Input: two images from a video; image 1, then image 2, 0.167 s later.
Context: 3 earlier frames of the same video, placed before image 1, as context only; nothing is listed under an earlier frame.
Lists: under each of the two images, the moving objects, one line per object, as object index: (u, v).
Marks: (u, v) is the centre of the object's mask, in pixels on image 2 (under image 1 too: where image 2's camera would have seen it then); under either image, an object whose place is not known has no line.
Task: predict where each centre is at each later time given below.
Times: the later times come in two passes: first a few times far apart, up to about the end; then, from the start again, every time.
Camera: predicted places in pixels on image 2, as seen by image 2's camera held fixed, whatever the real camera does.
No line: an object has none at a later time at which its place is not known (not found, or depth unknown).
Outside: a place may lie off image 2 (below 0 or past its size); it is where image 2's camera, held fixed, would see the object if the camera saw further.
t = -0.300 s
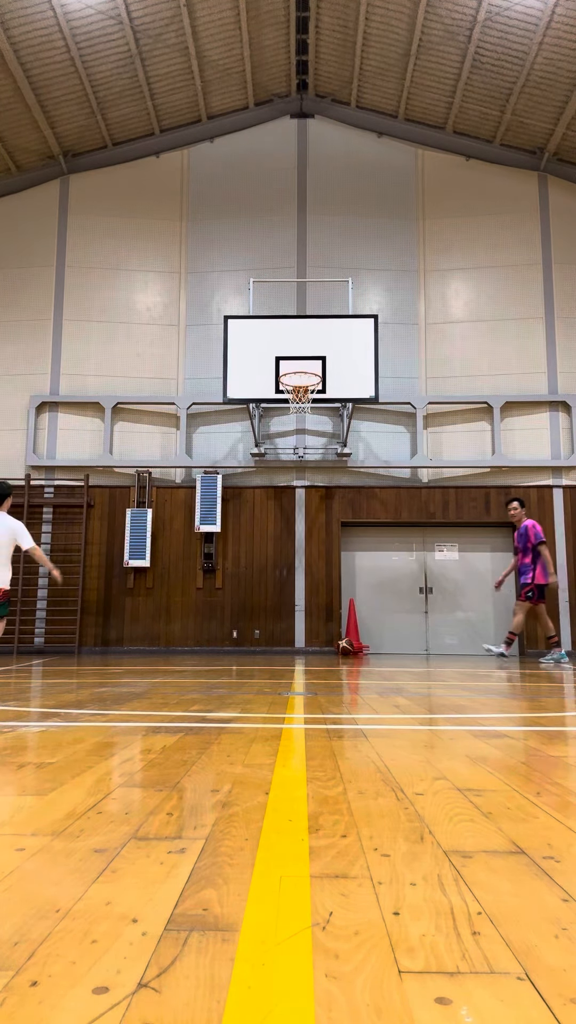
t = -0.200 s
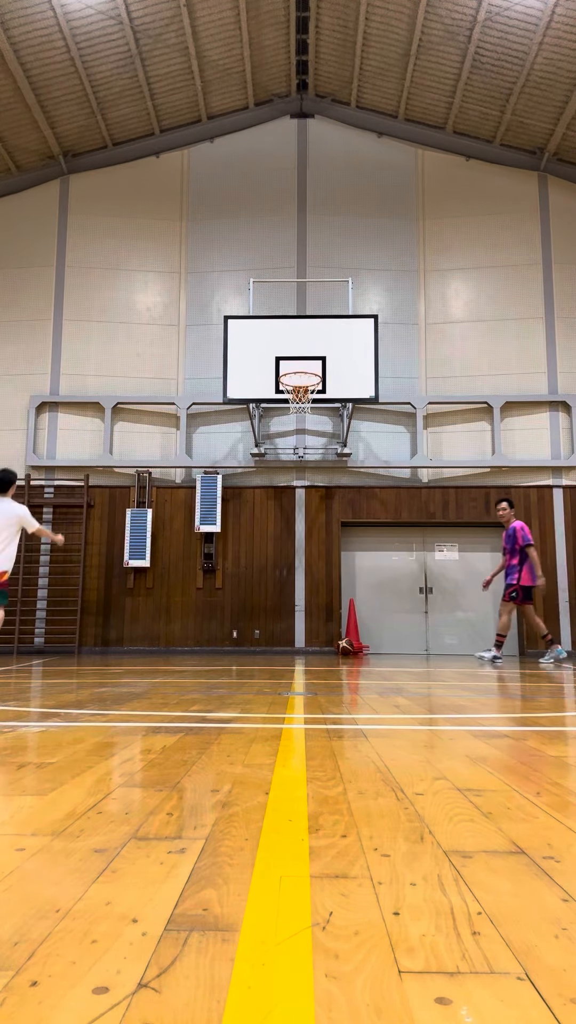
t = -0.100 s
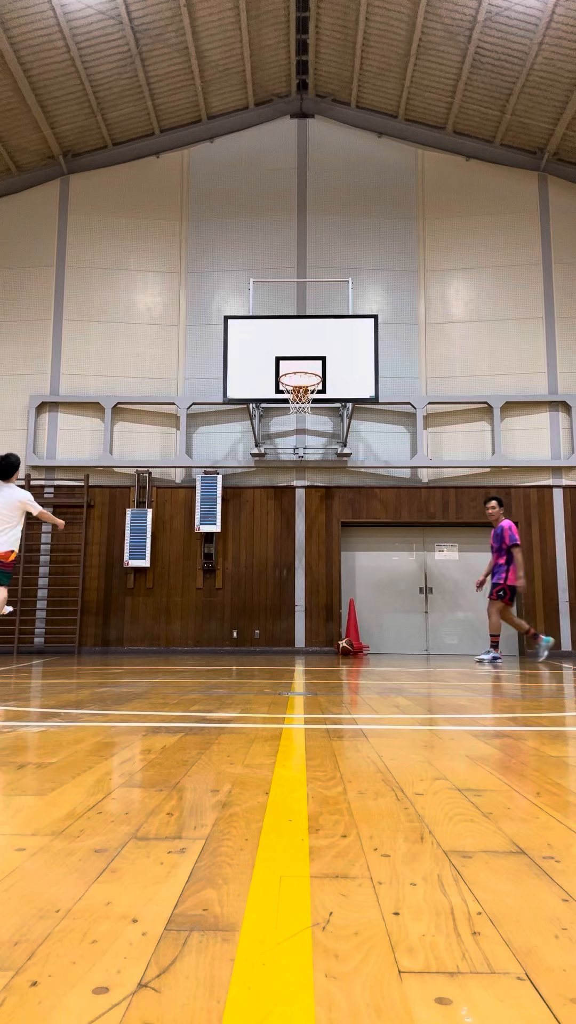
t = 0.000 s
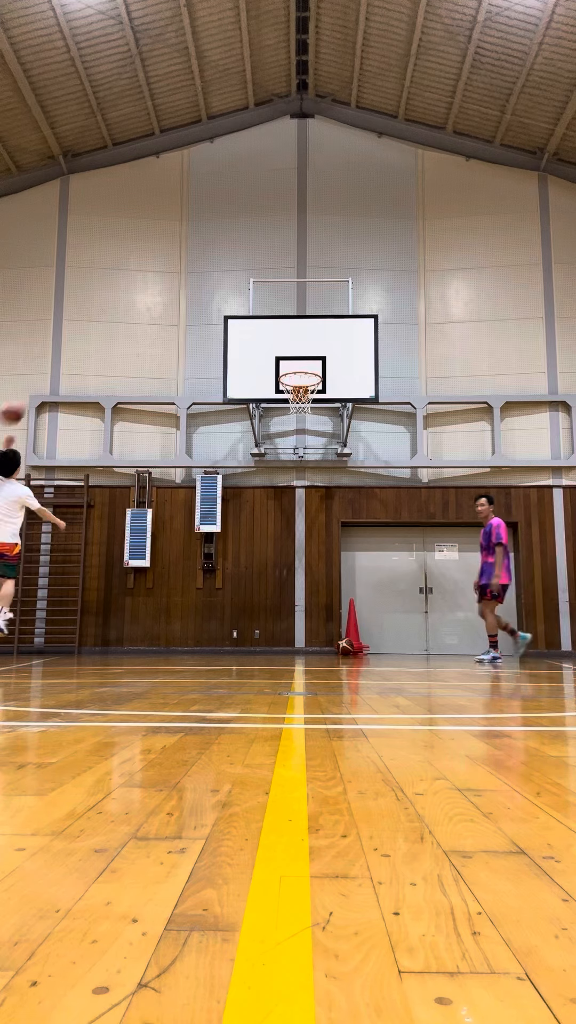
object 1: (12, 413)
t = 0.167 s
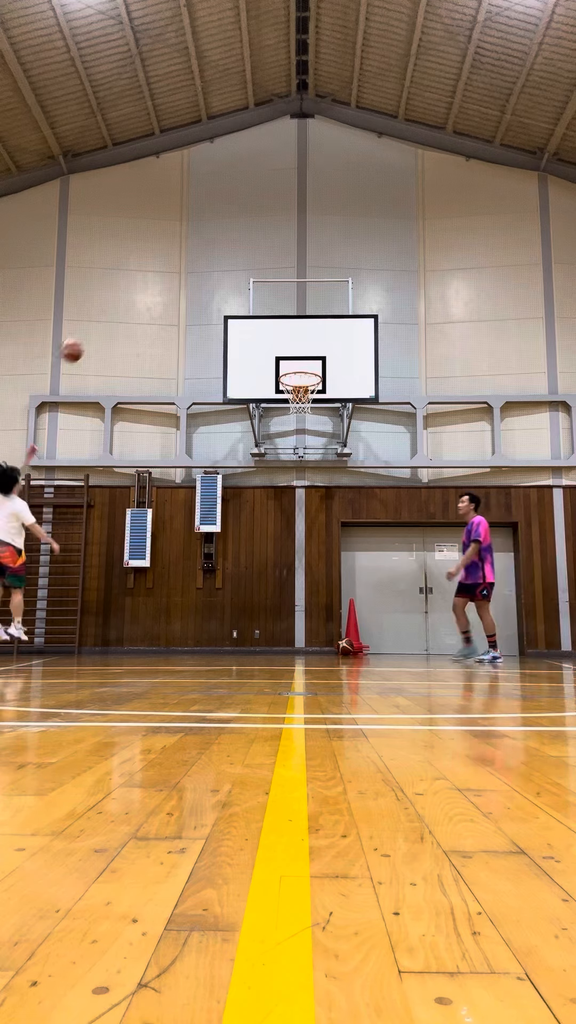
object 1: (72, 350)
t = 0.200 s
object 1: (82, 342)
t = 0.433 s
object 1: (155, 308)
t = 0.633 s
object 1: (212, 315)
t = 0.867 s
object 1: (276, 363)
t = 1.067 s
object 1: (285, 355)
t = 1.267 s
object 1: (280, 350)
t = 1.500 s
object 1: (272, 384)
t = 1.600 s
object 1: (267, 408)
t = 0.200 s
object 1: (82, 342)
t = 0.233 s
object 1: (93, 334)
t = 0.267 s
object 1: (104, 327)
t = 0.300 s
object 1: (114, 321)
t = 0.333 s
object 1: (124, 316)
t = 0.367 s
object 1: (134, 313)
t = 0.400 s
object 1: (145, 310)
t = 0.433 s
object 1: (155, 308)
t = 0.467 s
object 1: (165, 307)
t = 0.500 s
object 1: (175, 307)
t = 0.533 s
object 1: (184, 307)
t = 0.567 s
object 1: (194, 309)
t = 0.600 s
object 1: (203, 311)
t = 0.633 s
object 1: (212, 315)
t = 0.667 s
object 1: (221, 319)
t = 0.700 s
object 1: (230, 324)
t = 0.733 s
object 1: (240, 331)
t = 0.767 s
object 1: (249, 338)
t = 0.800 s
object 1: (258, 346)
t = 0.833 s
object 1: (267, 354)
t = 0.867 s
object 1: (276, 363)
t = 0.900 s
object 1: (283, 370)
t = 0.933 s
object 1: (288, 376)
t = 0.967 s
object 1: (288, 370)
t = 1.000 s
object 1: (287, 364)
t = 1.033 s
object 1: (286, 359)
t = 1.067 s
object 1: (285, 355)
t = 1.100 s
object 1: (284, 352)
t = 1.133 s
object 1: (283, 350)
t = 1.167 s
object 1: (282, 349)
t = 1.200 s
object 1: (282, 348)
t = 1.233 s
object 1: (281, 349)
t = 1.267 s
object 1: (280, 350)
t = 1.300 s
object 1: (279, 352)
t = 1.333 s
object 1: (278, 355)
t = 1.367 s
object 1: (277, 359)
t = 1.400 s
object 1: (276, 364)
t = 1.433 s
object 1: (275, 370)
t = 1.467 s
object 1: (273, 376)
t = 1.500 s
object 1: (272, 384)
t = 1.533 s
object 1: (271, 391)
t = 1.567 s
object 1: (269, 399)
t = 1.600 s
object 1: (267, 408)
